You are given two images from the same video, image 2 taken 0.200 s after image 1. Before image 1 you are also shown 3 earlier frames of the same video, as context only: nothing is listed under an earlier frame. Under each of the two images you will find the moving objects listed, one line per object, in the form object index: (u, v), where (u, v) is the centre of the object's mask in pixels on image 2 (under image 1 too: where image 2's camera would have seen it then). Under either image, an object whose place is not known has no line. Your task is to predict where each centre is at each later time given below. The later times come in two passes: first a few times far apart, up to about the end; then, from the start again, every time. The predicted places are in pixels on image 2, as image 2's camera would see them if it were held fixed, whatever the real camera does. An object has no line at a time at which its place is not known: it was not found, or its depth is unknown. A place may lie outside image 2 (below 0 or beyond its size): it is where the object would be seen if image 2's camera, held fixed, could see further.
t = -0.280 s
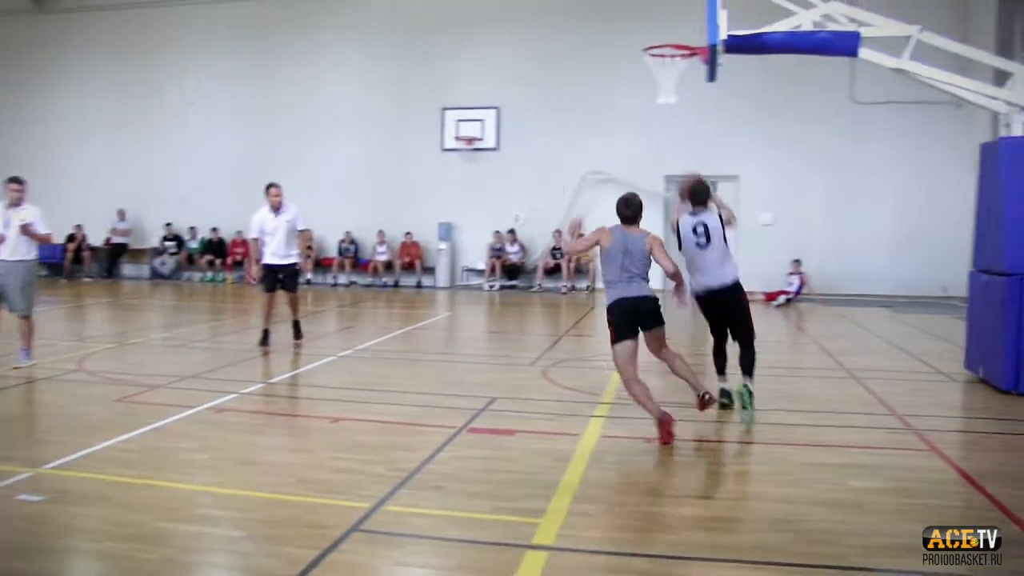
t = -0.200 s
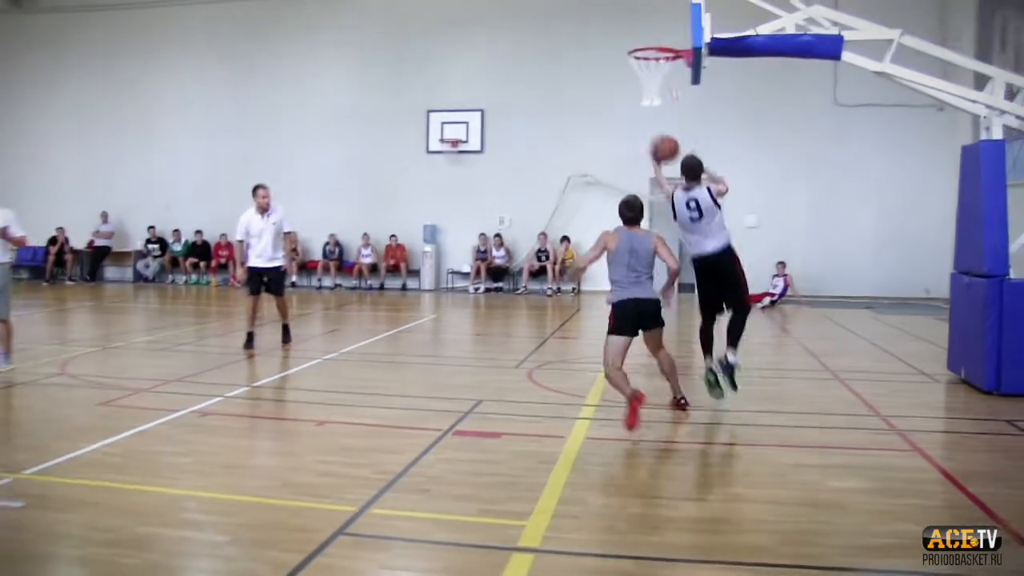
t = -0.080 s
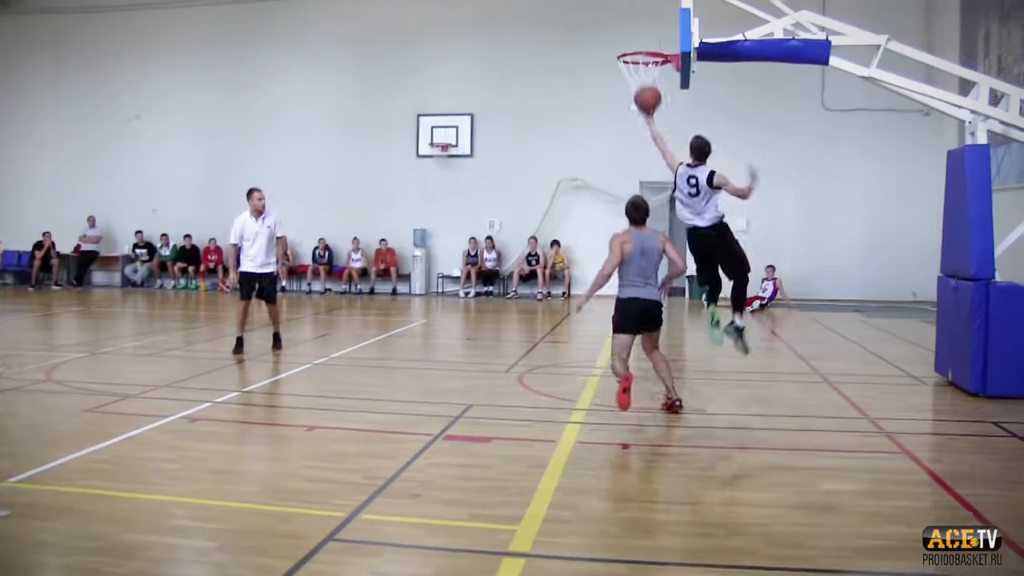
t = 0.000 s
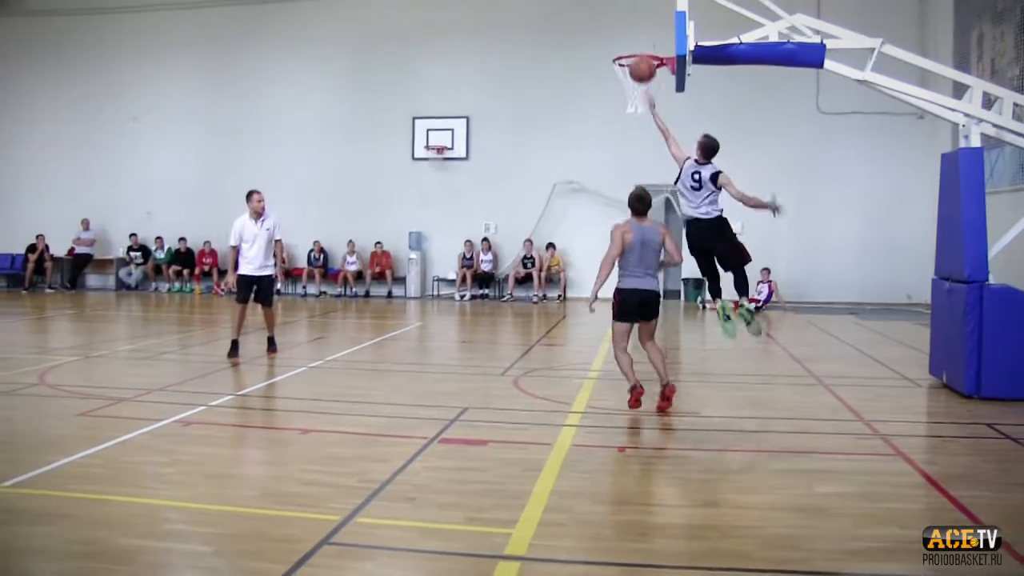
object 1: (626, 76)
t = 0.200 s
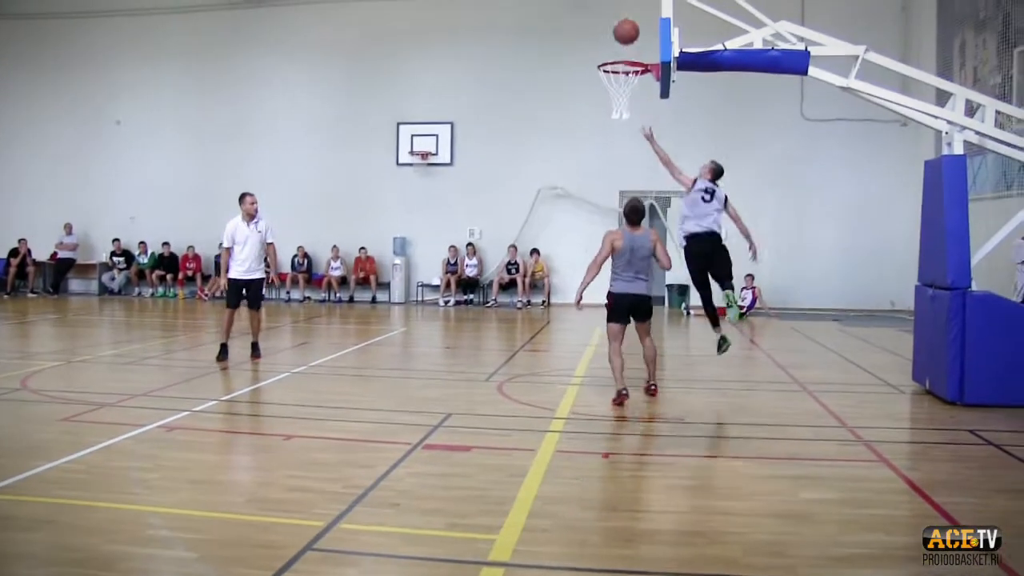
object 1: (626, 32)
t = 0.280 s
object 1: (626, 26)
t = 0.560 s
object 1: (624, 58)
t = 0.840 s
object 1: (616, 106)
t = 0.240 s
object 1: (626, 28)
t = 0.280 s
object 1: (626, 26)
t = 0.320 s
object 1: (626, 26)
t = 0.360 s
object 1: (625, 27)
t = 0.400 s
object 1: (625, 30)
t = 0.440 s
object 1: (625, 35)
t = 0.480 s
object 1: (625, 41)
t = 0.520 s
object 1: (624, 48)
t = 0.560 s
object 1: (624, 58)
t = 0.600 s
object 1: (623, 70)
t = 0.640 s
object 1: (623, 81)
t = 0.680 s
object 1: (623, 91)
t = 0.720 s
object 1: (622, 95)
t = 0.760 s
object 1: (619, 97)
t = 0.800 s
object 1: (617, 100)
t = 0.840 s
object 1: (616, 106)
